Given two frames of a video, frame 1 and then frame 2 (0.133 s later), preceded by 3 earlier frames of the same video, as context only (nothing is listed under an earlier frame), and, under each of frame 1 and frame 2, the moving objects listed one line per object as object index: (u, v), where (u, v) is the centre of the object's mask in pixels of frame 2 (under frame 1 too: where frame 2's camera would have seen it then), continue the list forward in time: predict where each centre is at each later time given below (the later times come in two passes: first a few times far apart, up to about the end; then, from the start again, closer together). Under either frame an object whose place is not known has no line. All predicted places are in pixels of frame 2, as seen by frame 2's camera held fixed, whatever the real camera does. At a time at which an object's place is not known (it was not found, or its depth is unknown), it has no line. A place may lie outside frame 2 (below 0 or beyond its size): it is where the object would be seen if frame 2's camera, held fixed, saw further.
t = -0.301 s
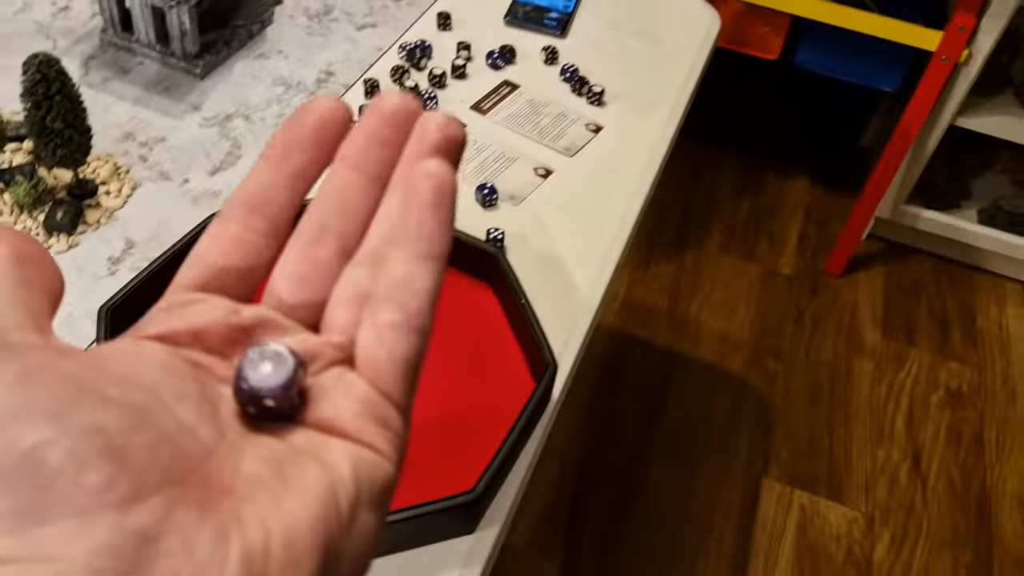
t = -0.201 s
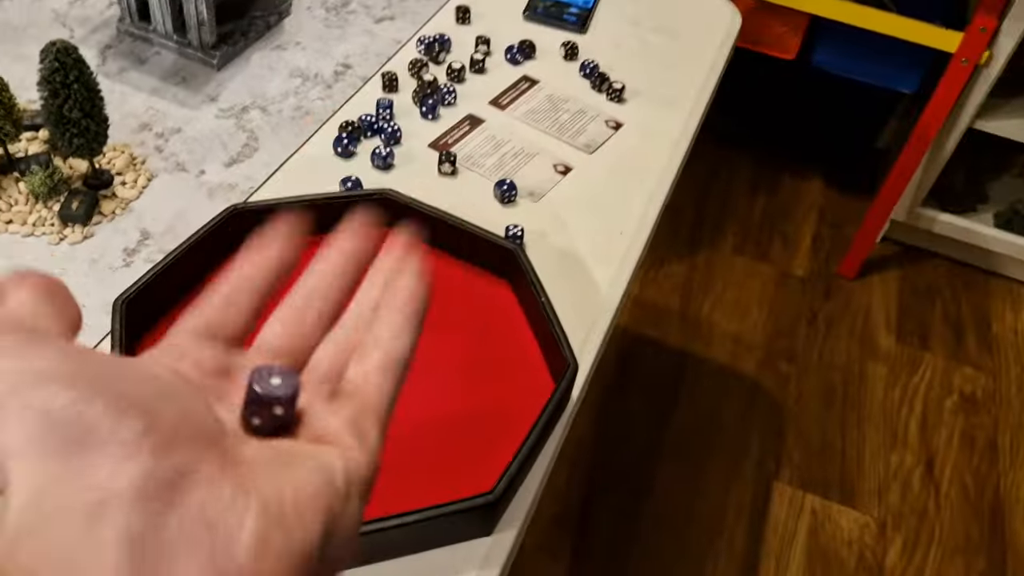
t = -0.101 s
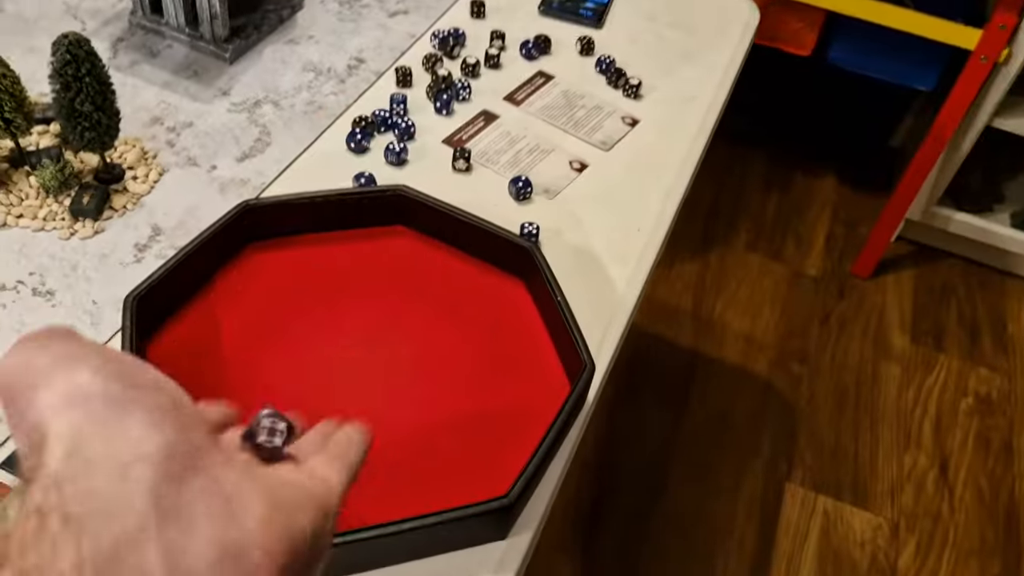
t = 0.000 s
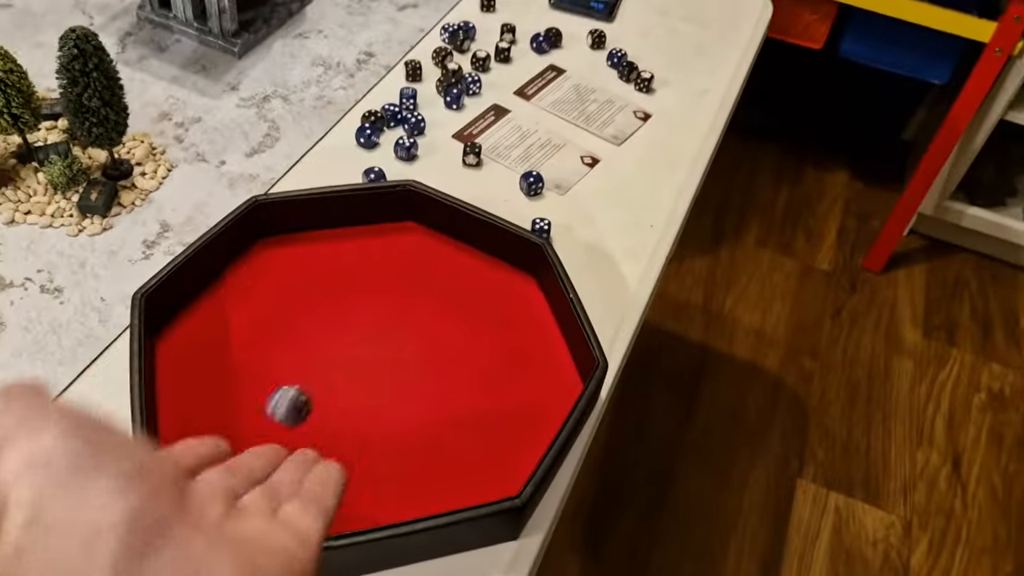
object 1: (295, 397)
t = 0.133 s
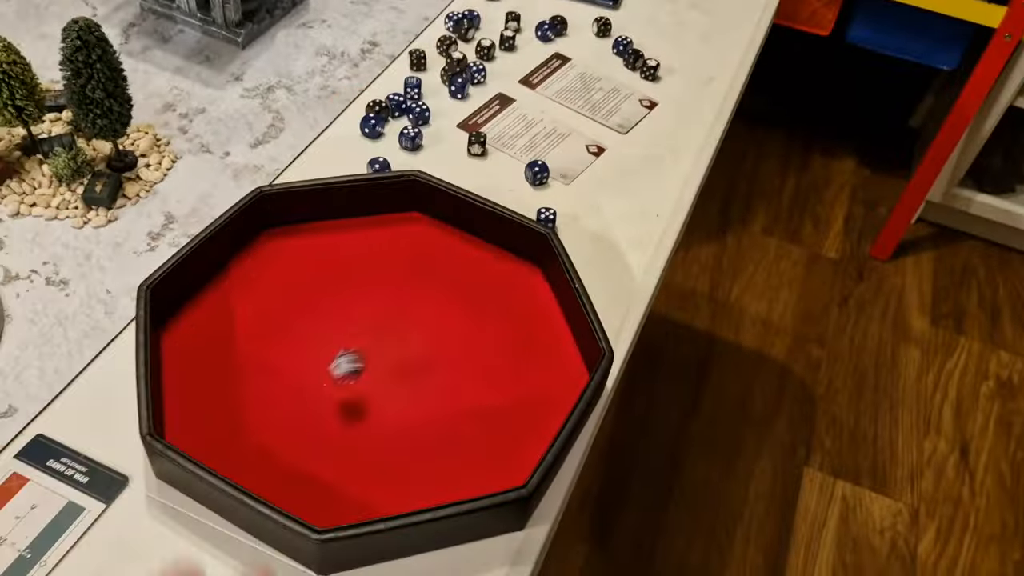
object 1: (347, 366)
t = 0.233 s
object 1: (398, 332)
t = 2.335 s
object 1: (547, 308)
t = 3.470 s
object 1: (547, 308)
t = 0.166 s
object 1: (365, 344)
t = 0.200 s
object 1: (380, 334)
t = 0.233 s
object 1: (398, 332)
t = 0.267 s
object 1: (419, 317)
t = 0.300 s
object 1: (438, 313)
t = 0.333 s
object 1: (456, 304)
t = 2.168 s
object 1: (547, 307)
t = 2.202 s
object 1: (547, 307)
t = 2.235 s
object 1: (547, 307)
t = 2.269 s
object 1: (547, 308)
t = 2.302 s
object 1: (547, 308)
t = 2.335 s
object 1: (547, 308)
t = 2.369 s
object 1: (547, 307)
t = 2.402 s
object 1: (547, 307)
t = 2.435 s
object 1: (547, 308)
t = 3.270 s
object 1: (547, 307)
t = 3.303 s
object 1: (547, 308)
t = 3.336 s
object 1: (547, 307)
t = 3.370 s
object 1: (547, 307)
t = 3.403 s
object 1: (547, 308)
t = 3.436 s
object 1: (547, 307)
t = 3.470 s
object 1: (547, 308)
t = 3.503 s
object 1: (547, 307)
